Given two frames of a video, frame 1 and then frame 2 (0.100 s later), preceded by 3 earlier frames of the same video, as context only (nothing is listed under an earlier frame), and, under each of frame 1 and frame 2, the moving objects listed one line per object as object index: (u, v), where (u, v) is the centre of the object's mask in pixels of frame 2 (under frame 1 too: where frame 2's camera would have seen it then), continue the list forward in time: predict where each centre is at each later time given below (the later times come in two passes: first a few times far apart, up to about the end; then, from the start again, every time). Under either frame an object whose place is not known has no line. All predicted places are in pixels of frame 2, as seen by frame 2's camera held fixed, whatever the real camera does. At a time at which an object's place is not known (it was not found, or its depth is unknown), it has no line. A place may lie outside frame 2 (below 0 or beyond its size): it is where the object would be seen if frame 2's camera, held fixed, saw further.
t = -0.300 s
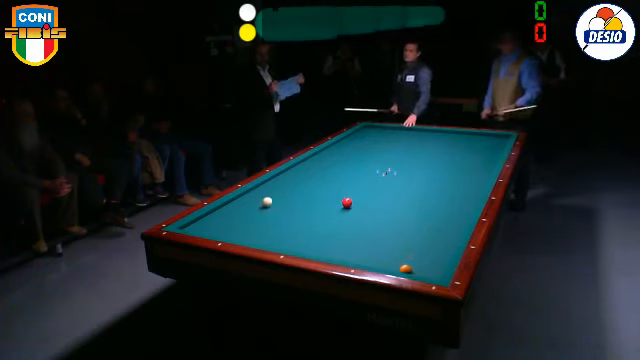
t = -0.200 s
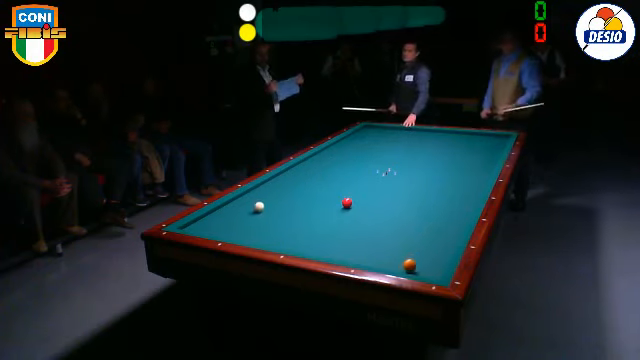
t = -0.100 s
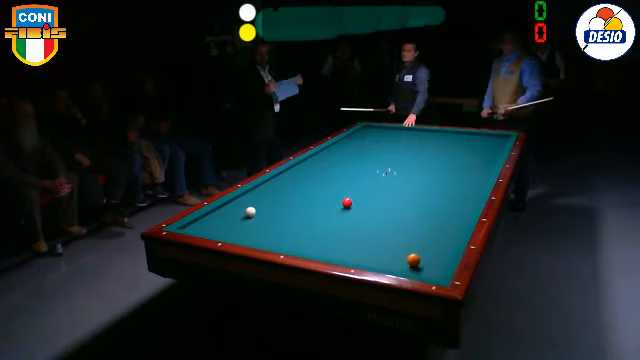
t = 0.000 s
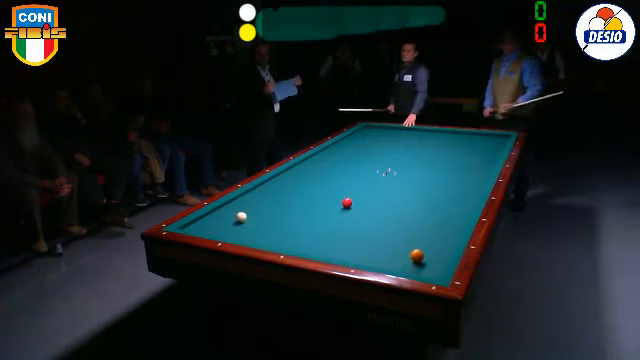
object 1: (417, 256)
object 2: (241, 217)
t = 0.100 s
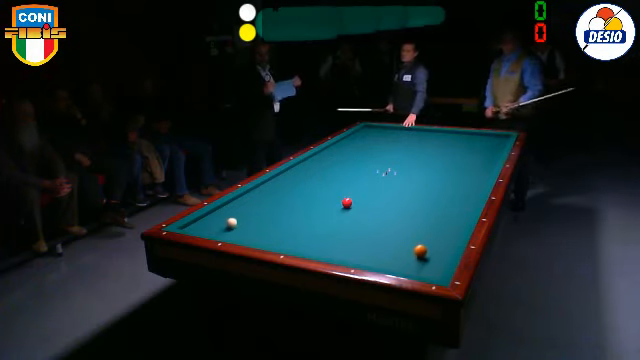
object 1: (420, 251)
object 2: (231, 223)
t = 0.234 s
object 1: (424, 245)
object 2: (218, 230)
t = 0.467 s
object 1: (431, 236)
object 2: (223, 227)
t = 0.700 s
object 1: (437, 228)
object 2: (234, 219)
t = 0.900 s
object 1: (442, 221)
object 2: (243, 213)
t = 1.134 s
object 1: (448, 214)
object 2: (252, 206)
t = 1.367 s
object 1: (453, 208)
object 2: (260, 200)
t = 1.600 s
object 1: (457, 202)
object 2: (268, 195)
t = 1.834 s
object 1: (460, 197)
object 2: (275, 190)
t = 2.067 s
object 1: (464, 192)
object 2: (282, 185)
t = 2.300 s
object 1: (467, 187)
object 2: (288, 181)
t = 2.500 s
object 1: (470, 184)
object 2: (292, 177)
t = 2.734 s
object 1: (473, 180)
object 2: (298, 174)
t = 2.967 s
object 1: (475, 176)
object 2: (303, 170)
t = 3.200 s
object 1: (478, 173)
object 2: (307, 167)
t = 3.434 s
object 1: (480, 169)
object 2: (312, 164)
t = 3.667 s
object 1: (482, 167)
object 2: (315, 161)
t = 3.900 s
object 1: (485, 164)
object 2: (319, 159)
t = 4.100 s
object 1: (486, 161)
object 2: (322, 156)
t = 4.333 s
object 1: (487, 159)
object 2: (325, 154)
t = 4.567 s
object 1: (490, 157)
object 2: (329, 152)
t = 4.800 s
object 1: (491, 155)
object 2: (331, 150)
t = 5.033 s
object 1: (493, 152)
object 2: (334, 148)
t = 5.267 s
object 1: (494, 151)
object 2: (336, 146)
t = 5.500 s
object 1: (495, 149)
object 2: (338, 145)
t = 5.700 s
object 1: (496, 148)
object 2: (339, 143)
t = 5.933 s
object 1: (498, 146)
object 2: (342, 142)
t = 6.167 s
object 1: (499, 145)
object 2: (343, 140)
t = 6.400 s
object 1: (500, 144)
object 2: (345, 139)
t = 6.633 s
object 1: (500, 142)
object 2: (347, 138)
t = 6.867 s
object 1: (501, 141)
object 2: (348, 137)
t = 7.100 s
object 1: (503, 140)
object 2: (349, 136)
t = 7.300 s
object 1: (504, 140)
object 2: (350, 135)
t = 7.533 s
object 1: (504, 139)
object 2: (351, 134)
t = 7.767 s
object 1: (504, 138)
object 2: (352, 134)
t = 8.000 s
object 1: (505, 137)
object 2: (353, 133)
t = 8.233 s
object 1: (507, 136)
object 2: (355, 132)
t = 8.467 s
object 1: (507, 136)
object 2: (356, 132)
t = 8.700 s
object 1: (507, 136)
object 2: (357, 131)
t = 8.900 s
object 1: (507, 136)
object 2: (358, 131)
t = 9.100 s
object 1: (507, 136)
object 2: (359, 130)
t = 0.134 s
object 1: (421, 250)
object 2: (228, 225)
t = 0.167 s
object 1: (422, 248)
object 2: (225, 226)
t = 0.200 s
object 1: (423, 247)
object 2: (221, 229)
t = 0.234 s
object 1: (424, 245)
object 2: (218, 230)
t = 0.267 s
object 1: (425, 244)
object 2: (215, 232)
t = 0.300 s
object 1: (426, 243)
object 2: (214, 232)
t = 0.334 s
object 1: (427, 241)
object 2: (216, 231)
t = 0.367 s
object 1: (428, 240)
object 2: (218, 229)
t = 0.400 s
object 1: (429, 239)
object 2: (220, 229)
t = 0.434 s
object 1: (430, 238)
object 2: (222, 228)
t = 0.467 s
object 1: (431, 236)
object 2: (223, 227)
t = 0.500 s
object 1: (432, 235)
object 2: (225, 225)
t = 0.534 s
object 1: (433, 234)
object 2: (226, 224)
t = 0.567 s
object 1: (434, 233)
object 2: (228, 223)
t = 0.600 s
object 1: (435, 231)
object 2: (230, 222)
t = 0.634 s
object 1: (436, 230)
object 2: (231, 221)
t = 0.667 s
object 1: (436, 229)
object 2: (233, 220)
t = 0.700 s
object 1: (437, 228)
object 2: (234, 219)
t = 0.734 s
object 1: (438, 227)
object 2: (236, 218)
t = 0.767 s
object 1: (439, 226)
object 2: (237, 217)
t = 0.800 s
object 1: (440, 224)
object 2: (238, 216)
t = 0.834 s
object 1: (441, 223)
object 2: (240, 215)
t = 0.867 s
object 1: (442, 223)
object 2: (241, 214)
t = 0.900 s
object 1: (442, 221)
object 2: (243, 213)
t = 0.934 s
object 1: (443, 220)
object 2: (244, 212)
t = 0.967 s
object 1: (444, 219)
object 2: (245, 211)
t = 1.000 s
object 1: (444, 218)
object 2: (247, 210)
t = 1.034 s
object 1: (445, 217)
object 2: (248, 209)
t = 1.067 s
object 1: (446, 216)
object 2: (249, 208)
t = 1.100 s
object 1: (447, 215)
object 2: (251, 207)
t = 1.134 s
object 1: (448, 214)
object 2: (252, 206)
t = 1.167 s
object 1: (448, 213)
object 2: (253, 205)
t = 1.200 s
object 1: (449, 212)
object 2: (254, 204)
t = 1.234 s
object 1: (450, 212)
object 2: (256, 203)
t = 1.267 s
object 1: (450, 211)
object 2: (257, 202)
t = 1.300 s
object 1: (451, 210)
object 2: (258, 202)
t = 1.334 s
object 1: (452, 209)
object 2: (259, 201)
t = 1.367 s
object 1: (453, 208)
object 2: (260, 200)
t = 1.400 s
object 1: (453, 207)
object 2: (261, 199)
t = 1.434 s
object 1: (454, 206)
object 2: (262, 199)
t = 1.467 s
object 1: (454, 205)
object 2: (263, 198)
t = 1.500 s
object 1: (455, 205)
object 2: (265, 197)
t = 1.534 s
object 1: (456, 204)
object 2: (266, 196)
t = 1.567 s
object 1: (456, 203)
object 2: (267, 195)
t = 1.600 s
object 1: (457, 202)
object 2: (268, 195)
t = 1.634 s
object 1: (457, 201)
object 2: (269, 194)
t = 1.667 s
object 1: (458, 200)
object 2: (270, 193)
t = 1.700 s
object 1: (458, 200)
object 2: (271, 192)
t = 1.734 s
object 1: (459, 199)
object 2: (272, 192)
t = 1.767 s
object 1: (459, 198)
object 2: (273, 191)
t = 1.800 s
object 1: (460, 198)
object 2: (274, 190)
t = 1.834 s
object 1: (460, 197)
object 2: (275, 190)
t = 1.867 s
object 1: (461, 196)
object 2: (276, 189)
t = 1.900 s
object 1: (461, 195)
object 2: (277, 188)
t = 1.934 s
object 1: (462, 195)
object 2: (278, 188)
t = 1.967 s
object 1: (462, 194)
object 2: (279, 187)
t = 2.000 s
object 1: (463, 193)
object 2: (280, 186)
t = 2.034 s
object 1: (464, 192)
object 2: (281, 185)
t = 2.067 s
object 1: (464, 192)
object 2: (282, 185)
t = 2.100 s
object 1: (465, 191)
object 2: (282, 184)
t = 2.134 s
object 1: (465, 190)
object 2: (284, 184)
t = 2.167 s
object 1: (465, 190)
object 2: (284, 183)
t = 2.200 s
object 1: (466, 189)
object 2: (285, 183)
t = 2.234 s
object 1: (466, 189)
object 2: (286, 182)
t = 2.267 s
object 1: (467, 188)
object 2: (287, 181)
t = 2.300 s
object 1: (467, 187)
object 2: (288, 181)
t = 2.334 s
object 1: (468, 187)
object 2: (288, 180)
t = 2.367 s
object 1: (468, 187)
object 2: (289, 180)
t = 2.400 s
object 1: (469, 185)
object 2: (290, 179)
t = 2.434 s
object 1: (469, 185)
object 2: (291, 178)
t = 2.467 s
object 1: (470, 184)
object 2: (292, 178)
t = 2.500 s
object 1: (470, 184)
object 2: (292, 177)
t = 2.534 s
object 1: (471, 183)
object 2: (293, 177)
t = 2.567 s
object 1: (471, 182)
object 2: (294, 176)
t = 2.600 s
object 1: (472, 182)
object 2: (295, 175)
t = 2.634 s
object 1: (472, 182)
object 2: (295, 175)
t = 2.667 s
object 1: (472, 181)
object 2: (296, 175)
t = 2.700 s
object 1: (473, 180)
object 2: (297, 174)
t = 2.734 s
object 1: (473, 180)
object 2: (298, 174)
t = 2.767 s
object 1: (474, 179)
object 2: (298, 173)
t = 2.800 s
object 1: (474, 179)
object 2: (299, 173)
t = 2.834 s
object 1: (474, 178)
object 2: (300, 172)
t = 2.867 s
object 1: (475, 177)
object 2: (301, 172)
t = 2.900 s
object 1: (475, 177)
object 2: (301, 171)
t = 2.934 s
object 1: (475, 177)
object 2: (302, 170)
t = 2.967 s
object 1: (475, 176)
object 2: (303, 170)
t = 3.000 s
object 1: (476, 176)
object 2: (303, 169)
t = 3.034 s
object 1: (476, 175)
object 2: (304, 169)
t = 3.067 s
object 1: (476, 175)
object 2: (305, 169)
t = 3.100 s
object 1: (477, 174)
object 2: (305, 168)
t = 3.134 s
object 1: (477, 174)
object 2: (306, 168)
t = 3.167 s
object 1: (478, 173)
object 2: (306, 167)
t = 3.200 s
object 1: (478, 173)
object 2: (307, 167)
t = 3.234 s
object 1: (478, 172)
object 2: (308, 166)
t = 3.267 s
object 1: (479, 172)
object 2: (308, 166)
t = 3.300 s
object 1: (479, 171)
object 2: (309, 166)
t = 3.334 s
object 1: (479, 171)
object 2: (310, 165)
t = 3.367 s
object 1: (480, 170)
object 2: (310, 165)
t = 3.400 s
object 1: (480, 170)
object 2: (311, 164)
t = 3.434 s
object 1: (480, 169)
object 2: (312, 164)
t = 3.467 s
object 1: (481, 169)
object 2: (312, 163)
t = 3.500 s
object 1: (481, 169)
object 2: (313, 163)
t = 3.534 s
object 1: (481, 168)
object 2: (313, 163)
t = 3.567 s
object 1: (482, 167)
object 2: (314, 162)
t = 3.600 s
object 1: (482, 167)
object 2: (314, 162)
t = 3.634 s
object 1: (482, 167)
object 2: (315, 161)
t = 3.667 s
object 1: (482, 167)
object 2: (315, 161)
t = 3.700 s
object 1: (483, 166)
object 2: (316, 161)
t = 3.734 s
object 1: (483, 166)
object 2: (317, 160)
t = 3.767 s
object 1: (484, 165)
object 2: (317, 160)
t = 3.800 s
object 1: (484, 165)
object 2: (318, 160)
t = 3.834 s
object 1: (484, 165)
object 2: (318, 159)
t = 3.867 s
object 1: (484, 165)
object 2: (319, 159)
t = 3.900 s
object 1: (485, 164)
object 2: (319, 159)
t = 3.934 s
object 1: (485, 164)
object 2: (320, 158)
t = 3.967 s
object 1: (485, 163)
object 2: (320, 158)
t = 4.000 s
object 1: (485, 163)
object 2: (321, 157)
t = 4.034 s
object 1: (485, 162)
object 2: (321, 157)
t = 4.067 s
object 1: (485, 162)
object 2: (322, 156)
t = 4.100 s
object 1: (486, 161)
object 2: (322, 156)
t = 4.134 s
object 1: (485, 161)
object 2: (323, 156)
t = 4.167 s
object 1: (486, 160)
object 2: (323, 156)
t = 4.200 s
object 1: (487, 160)
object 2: (323, 155)
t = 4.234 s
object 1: (487, 160)
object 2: (324, 155)
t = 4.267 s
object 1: (487, 160)
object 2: (324, 155)
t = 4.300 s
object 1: (487, 159)
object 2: (325, 154)
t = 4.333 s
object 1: (487, 159)
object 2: (325, 154)
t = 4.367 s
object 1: (488, 159)
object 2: (326, 154)
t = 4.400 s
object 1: (488, 159)
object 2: (326, 153)
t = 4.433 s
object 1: (489, 158)
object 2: (327, 153)
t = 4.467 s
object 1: (489, 158)
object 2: (327, 153)
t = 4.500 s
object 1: (489, 157)
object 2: (328, 152)
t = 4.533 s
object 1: (489, 157)
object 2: (328, 152)
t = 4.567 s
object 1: (490, 157)
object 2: (329, 152)
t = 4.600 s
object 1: (490, 157)
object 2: (329, 152)
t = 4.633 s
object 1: (490, 156)
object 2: (329, 151)
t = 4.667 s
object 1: (490, 156)
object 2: (330, 151)
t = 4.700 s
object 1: (490, 156)
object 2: (330, 151)
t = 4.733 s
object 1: (491, 155)
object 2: (331, 150)
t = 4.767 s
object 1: (491, 155)
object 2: (331, 150)
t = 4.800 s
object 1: (491, 155)
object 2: (331, 150)
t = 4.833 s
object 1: (491, 154)
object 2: (332, 150)
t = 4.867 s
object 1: (491, 154)
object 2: (332, 149)
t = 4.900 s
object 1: (492, 154)
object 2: (332, 149)
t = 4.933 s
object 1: (492, 154)
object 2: (333, 149)
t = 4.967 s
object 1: (492, 153)
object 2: (333, 148)
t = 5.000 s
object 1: (492, 153)
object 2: (333, 148)
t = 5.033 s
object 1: (493, 152)
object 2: (334, 148)
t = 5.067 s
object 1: (493, 152)
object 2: (334, 148)
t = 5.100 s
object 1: (493, 152)
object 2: (334, 148)
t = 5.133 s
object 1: (493, 152)
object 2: (335, 147)
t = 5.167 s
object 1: (494, 152)
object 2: (335, 147)
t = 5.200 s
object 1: (494, 151)
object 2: (335, 147)
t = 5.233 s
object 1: (494, 151)
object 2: (336, 147)
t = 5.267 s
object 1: (494, 151)
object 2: (336, 146)
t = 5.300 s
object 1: (494, 151)
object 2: (336, 146)
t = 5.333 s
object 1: (494, 151)
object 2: (336, 146)
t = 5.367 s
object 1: (495, 150)
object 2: (337, 146)
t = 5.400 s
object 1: (495, 150)
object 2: (337, 145)
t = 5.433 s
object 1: (495, 150)
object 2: (338, 145)
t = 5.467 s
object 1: (495, 150)
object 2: (338, 145)
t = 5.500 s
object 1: (495, 149)
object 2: (338, 145)
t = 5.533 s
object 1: (496, 149)
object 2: (338, 145)
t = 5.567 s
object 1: (496, 149)
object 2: (338, 144)
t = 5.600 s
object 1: (496, 149)
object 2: (339, 144)
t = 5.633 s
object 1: (496, 148)
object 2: (339, 144)
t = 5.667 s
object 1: (496, 148)
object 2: (339, 144)
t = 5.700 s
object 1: (496, 148)
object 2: (339, 143)
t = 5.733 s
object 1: (496, 148)
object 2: (340, 143)
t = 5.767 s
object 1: (497, 148)
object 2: (340, 143)
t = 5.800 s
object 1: (497, 148)
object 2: (340, 143)
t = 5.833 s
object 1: (497, 148)
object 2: (341, 143)
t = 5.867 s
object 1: (497, 147)
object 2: (341, 142)
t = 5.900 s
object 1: (497, 147)
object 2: (341, 142)
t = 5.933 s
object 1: (498, 146)
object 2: (342, 142)
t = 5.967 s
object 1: (498, 146)
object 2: (342, 142)
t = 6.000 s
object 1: (498, 146)
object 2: (342, 141)
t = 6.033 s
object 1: (498, 146)
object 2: (342, 141)
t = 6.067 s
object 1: (498, 146)
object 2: (343, 141)
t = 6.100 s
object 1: (498, 145)
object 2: (343, 141)
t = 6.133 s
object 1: (499, 145)
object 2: (343, 141)
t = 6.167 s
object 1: (499, 145)
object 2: (343, 140)
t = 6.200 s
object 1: (499, 145)
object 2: (344, 140)
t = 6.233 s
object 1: (499, 145)
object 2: (344, 140)
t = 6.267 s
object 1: (499, 145)
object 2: (344, 140)
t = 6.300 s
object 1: (499, 144)
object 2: (345, 140)
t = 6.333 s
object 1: (499, 144)
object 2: (345, 140)
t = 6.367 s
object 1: (499, 144)
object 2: (345, 139)
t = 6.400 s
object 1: (500, 144)
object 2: (345, 139)
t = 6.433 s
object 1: (500, 144)
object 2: (345, 139)
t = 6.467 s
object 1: (500, 143)
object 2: (346, 139)
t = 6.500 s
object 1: (500, 143)
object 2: (346, 139)
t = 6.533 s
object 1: (500, 143)
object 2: (346, 138)
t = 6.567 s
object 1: (500, 143)
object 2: (346, 138)
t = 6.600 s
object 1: (500, 143)
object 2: (346, 138)
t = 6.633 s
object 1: (500, 142)
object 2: (347, 138)
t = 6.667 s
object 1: (500, 142)
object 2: (347, 138)
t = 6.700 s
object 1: (500, 142)
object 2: (347, 138)
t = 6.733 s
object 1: (501, 142)
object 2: (347, 138)
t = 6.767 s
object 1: (501, 142)
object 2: (347, 138)
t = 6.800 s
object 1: (501, 141)
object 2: (347, 137)
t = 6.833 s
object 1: (501, 141)
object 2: (348, 137)
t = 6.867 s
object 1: (501, 141)
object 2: (348, 137)
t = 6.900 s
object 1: (501, 141)
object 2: (348, 137)
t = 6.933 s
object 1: (502, 141)
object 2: (348, 137)
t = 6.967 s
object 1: (502, 141)
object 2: (349, 137)
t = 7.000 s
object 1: (502, 141)
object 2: (349, 137)
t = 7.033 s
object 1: (502, 140)
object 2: (349, 136)
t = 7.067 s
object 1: (503, 140)
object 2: (349, 136)
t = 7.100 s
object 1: (503, 140)
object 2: (349, 136)
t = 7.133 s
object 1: (503, 140)
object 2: (349, 136)
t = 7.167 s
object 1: (503, 140)
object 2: (350, 136)
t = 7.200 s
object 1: (503, 140)
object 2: (350, 136)
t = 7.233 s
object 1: (503, 140)
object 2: (350, 135)
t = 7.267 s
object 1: (503, 140)
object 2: (350, 135)
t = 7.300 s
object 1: (504, 140)
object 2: (350, 135)
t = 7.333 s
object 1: (504, 140)
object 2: (350, 135)
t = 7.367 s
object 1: (504, 140)
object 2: (351, 135)
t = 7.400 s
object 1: (504, 139)
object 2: (351, 135)
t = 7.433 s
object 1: (504, 139)
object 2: (351, 135)
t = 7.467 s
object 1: (504, 139)
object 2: (351, 134)
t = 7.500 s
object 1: (504, 139)
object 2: (351, 134)
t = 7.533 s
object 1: (504, 139)
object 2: (351, 134)
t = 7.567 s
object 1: (504, 139)
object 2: (352, 134)
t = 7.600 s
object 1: (505, 139)
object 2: (352, 134)
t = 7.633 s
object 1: (505, 139)
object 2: (352, 134)
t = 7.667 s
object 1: (504, 139)
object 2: (352, 134)
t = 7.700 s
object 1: (504, 139)
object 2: (352, 134)
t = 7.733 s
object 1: (504, 139)
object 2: (352, 134)
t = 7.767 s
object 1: (504, 138)
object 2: (352, 134)
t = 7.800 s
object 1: (505, 138)
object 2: (352, 133)
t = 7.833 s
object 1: (505, 138)
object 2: (352, 133)
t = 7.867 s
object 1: (505, 138)
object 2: (353, 133)
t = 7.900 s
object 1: (505, 138)
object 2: (353, 133)
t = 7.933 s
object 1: (505, 137)
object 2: (353, 133)
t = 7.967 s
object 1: (506, 137)
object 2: (353, 133)
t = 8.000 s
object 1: (505, 137)
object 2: (353, 133)
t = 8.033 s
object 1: (506, 137)
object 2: (354, 132)
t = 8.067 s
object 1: (506, 137)
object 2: (354, 132)
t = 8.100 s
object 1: (506, 137)
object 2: (354, 132)
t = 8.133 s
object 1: (506, 137)
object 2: (354, 132)
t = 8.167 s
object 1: (506, 137)
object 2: (354, 132)
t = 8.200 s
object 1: (507, 136)
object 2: (355, 132)
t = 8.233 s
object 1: (507, 136)
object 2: (355, 132)
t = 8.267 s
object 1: (507, 136)
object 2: (355, 132)
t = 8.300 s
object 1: (507, 136)
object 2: (355, 132)
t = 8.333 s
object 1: (507, 136)
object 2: (355, 132)
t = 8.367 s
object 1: (507, 136)
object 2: (355, 132)
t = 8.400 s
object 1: (507, 136)
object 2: (356, 132)
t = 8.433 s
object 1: (507, 136)
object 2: (356, 132)
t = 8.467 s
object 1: (507, 136)
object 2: (356, 132)
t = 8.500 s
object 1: (507, 136)
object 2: (356, 132)
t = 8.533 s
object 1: (507, 136)
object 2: (356, 132)
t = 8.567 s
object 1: (507, 136)
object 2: (356, 131)
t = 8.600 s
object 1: (507, 136)
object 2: (357, 131)
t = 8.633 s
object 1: (507, 136)
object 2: (357, 131)
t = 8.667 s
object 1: (507, 136)
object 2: (357, 131)
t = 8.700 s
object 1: (507, 136)
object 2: (357, 131)
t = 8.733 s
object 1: (507, 136)
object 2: (357, 131)
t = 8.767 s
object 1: (507, 136)
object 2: (357, 131)
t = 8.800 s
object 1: (507, 136)
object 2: (358, 131)
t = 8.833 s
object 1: (507, 136)
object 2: (358, 131)
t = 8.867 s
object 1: (507, 136)
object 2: (358, 131)
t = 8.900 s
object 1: (507, 136)
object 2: (358, 131)
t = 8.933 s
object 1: (507, 136)
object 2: (358, 131)
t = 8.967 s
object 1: (507, 136)
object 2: (358, 131)
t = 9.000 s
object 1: (507, 136)
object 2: (359, 131)
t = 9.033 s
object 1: (507, 136)
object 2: (358, 131)
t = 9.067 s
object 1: (507, 136)
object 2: (359, 131)
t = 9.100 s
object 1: (507, 136)
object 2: (359, 130)
